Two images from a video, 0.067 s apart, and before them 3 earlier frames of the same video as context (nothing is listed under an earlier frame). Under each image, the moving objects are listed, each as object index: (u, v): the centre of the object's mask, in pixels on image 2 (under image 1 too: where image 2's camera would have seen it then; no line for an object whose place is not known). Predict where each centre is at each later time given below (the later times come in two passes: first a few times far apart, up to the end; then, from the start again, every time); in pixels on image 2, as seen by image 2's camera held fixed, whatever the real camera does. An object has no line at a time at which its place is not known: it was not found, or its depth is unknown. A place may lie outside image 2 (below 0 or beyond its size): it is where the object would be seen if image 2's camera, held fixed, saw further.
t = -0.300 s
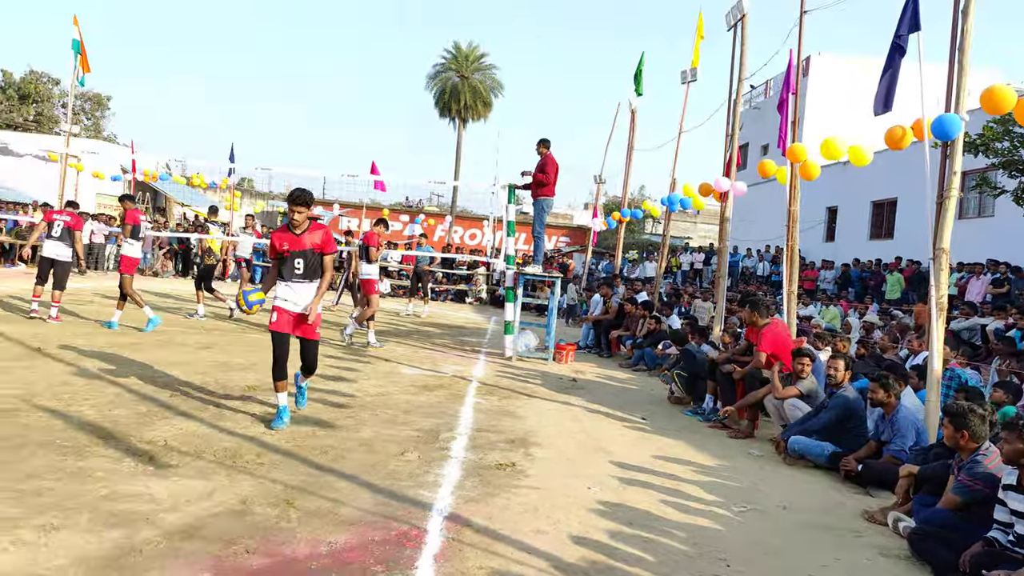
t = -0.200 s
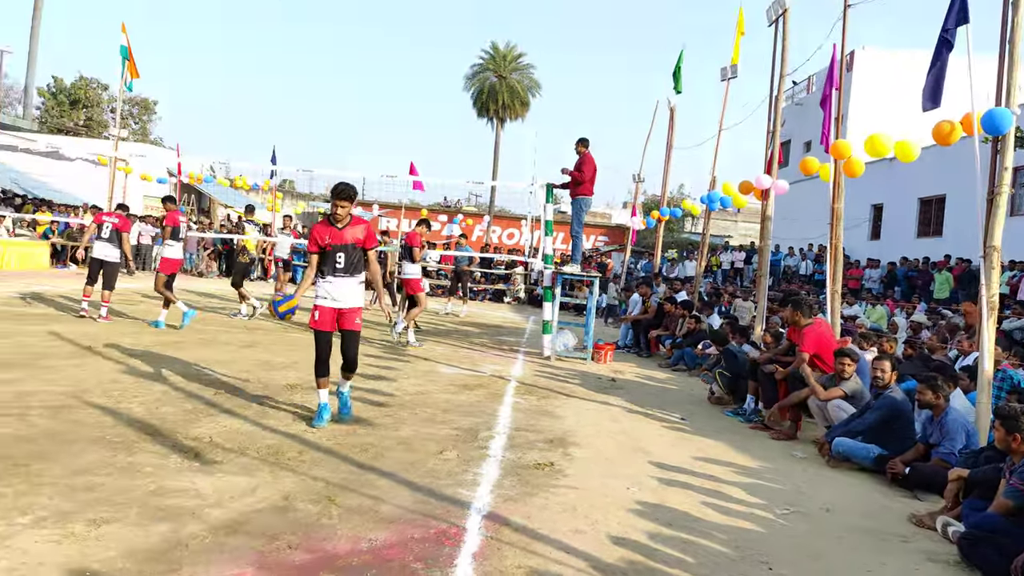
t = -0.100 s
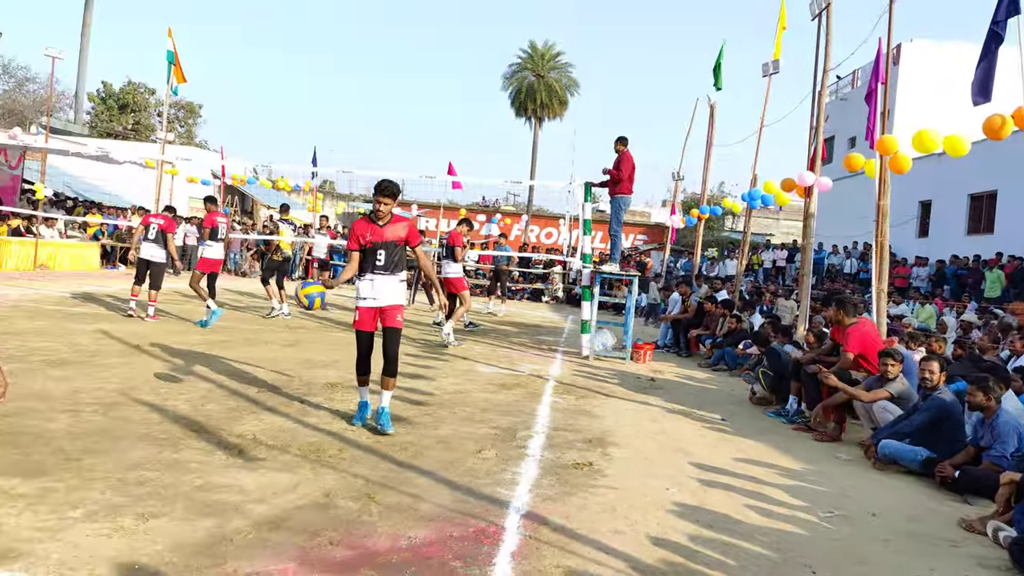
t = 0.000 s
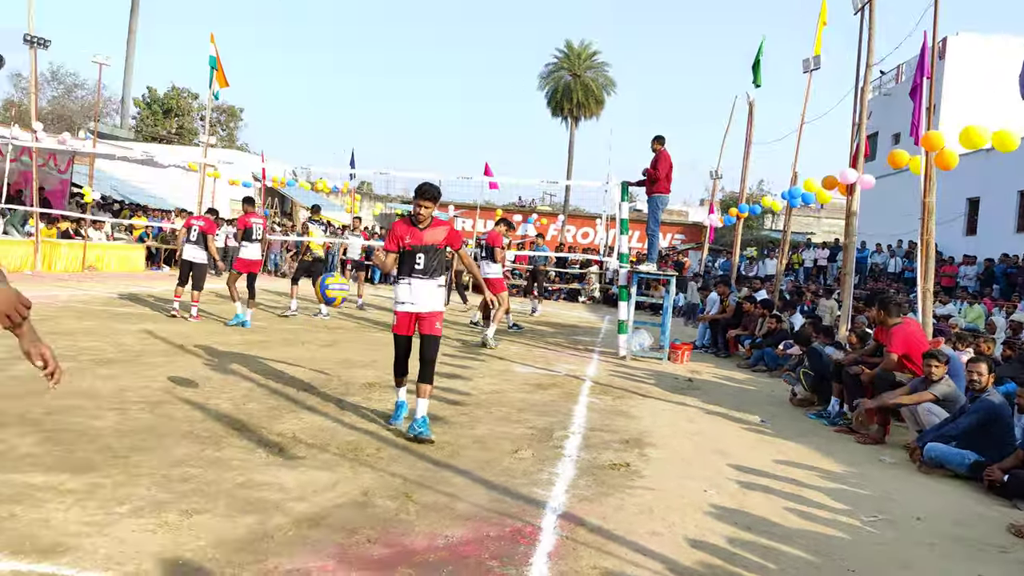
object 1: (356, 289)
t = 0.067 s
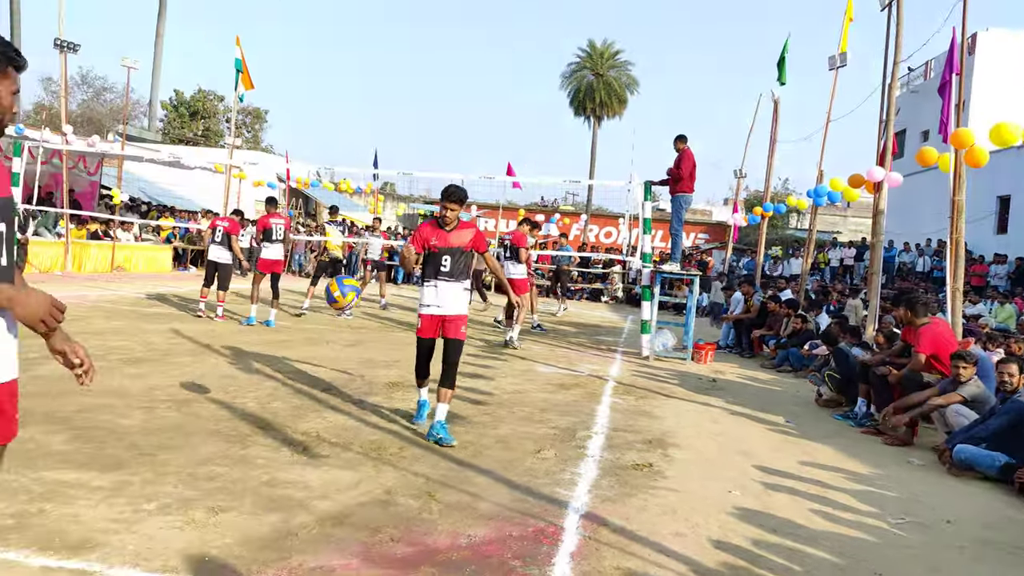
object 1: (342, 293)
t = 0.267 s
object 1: (287, 368)
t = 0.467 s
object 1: (196, 554)
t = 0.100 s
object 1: (335, 298)
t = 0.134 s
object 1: (327, 306)
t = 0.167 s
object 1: (318, 316)
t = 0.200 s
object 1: (309, 330)
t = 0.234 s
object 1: (298, 347)
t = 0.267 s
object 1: (287, 368)
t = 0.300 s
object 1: (275, 392)
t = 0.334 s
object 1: (262, 421)
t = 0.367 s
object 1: (247, 456)
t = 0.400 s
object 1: (230, 496)
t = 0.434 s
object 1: (211, 547)
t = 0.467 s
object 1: (196, 554)
